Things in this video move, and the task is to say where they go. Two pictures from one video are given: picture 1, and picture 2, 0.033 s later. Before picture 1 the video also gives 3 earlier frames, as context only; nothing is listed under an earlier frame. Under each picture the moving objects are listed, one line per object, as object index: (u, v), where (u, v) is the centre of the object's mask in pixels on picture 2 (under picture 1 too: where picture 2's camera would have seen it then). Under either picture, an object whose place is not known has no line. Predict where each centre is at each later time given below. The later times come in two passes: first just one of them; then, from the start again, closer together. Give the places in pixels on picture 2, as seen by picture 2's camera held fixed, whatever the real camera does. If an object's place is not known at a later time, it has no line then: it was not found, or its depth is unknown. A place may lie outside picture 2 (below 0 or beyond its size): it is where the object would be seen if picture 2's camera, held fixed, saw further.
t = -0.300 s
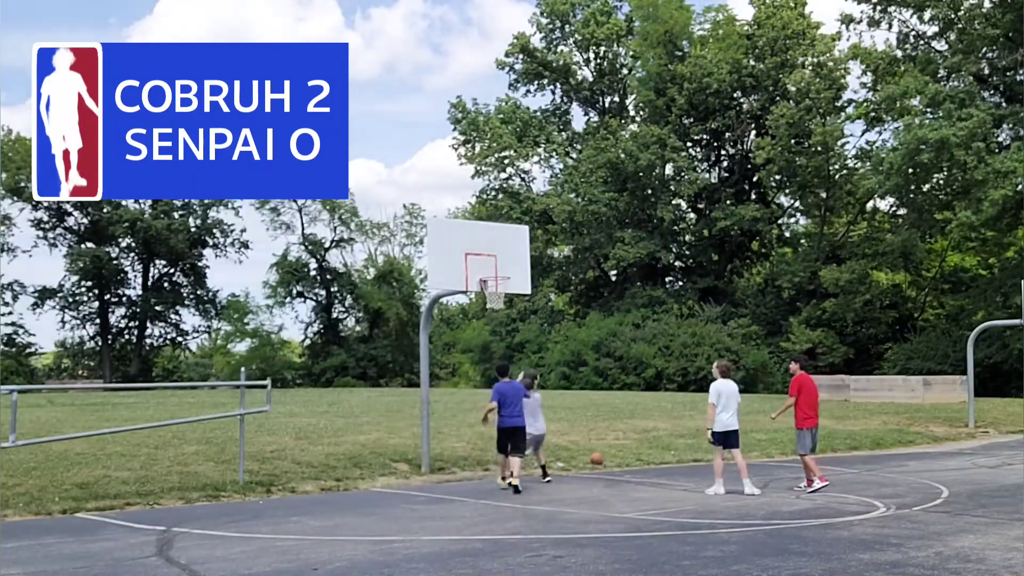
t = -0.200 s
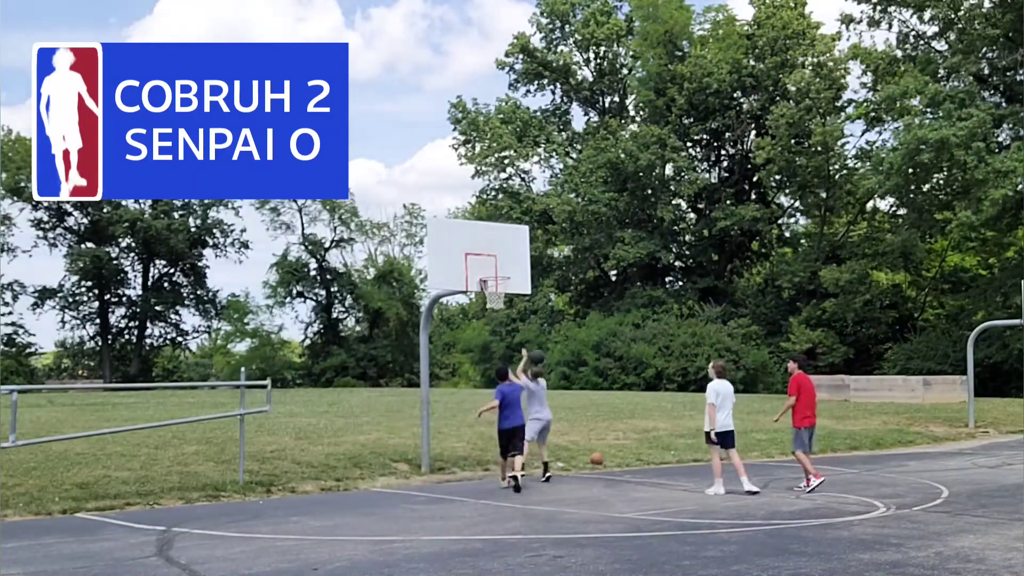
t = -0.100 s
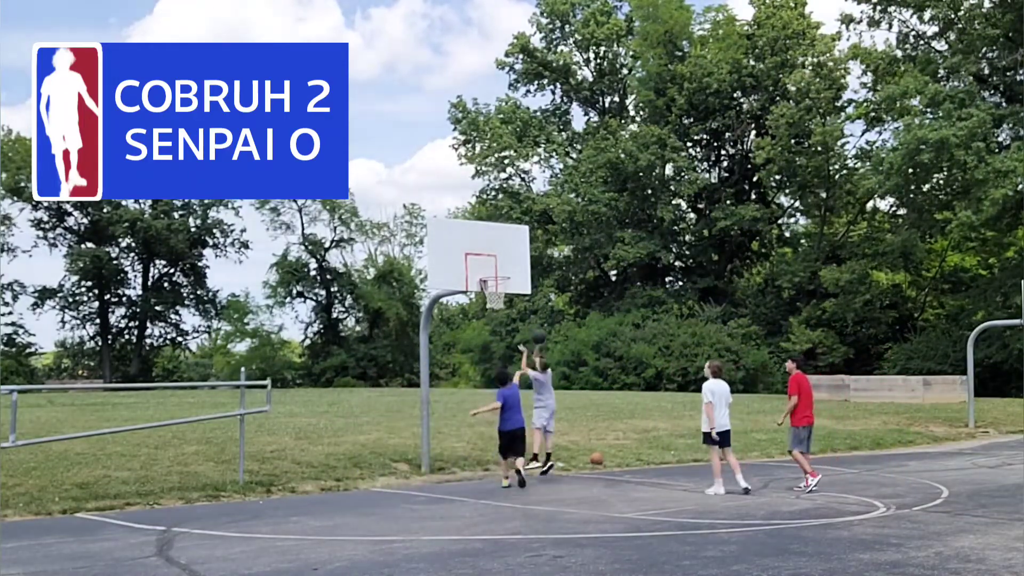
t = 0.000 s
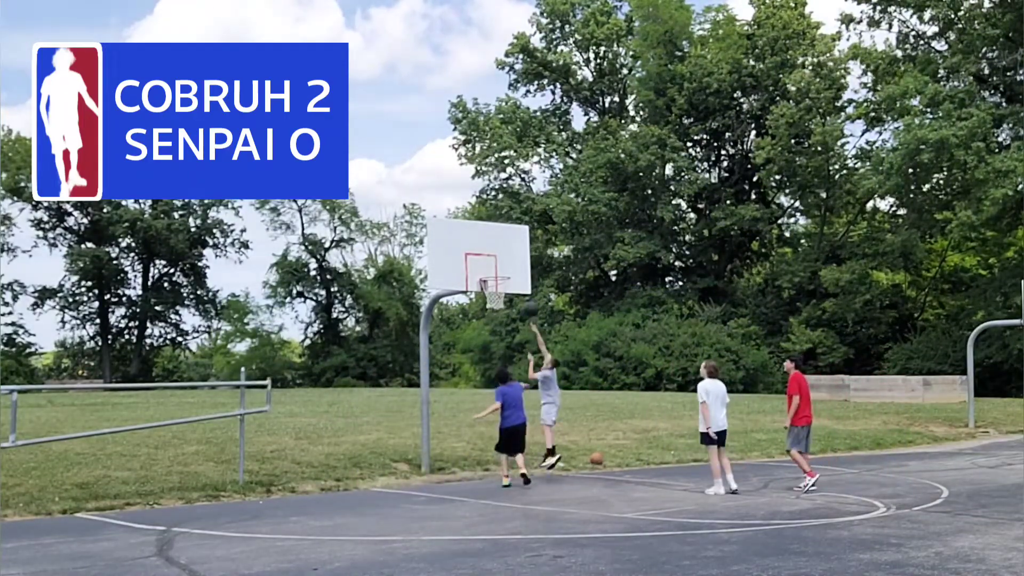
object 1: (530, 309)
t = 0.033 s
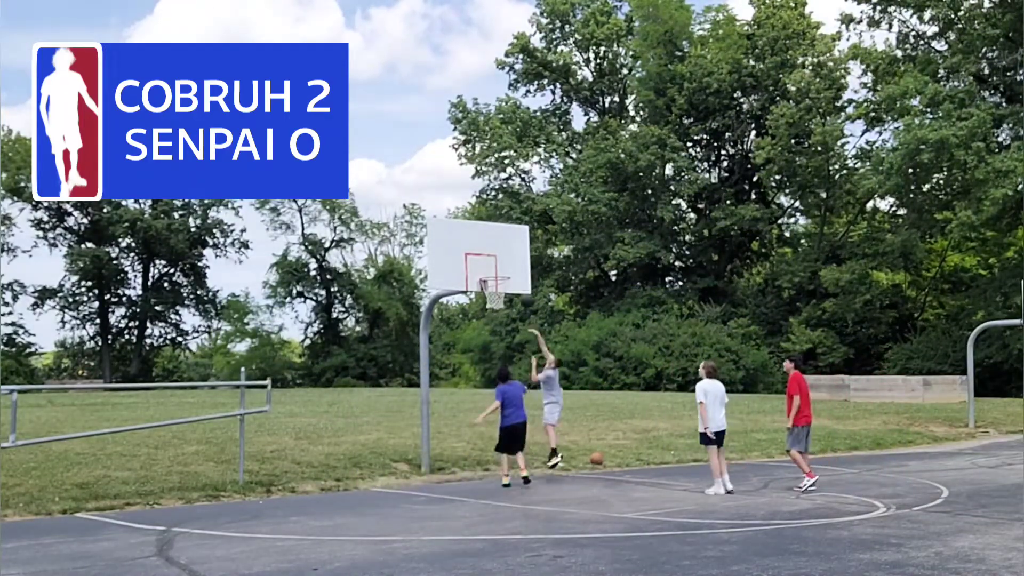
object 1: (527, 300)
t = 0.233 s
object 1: (503, 263)
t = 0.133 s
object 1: (515, 278)
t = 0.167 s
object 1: (511, 272)
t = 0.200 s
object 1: (507, 267)
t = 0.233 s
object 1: (503, 263)
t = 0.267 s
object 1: (499, 259)
